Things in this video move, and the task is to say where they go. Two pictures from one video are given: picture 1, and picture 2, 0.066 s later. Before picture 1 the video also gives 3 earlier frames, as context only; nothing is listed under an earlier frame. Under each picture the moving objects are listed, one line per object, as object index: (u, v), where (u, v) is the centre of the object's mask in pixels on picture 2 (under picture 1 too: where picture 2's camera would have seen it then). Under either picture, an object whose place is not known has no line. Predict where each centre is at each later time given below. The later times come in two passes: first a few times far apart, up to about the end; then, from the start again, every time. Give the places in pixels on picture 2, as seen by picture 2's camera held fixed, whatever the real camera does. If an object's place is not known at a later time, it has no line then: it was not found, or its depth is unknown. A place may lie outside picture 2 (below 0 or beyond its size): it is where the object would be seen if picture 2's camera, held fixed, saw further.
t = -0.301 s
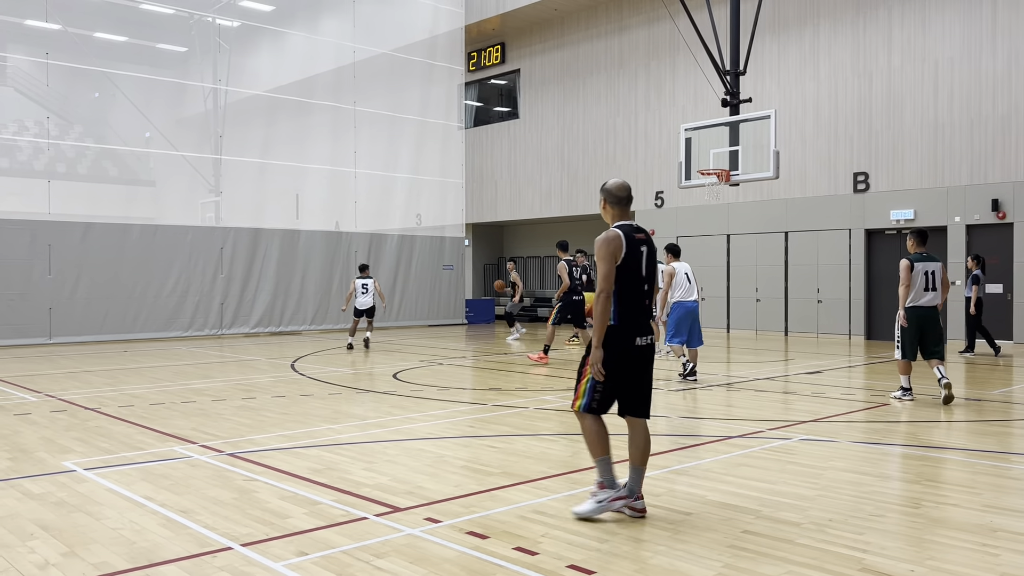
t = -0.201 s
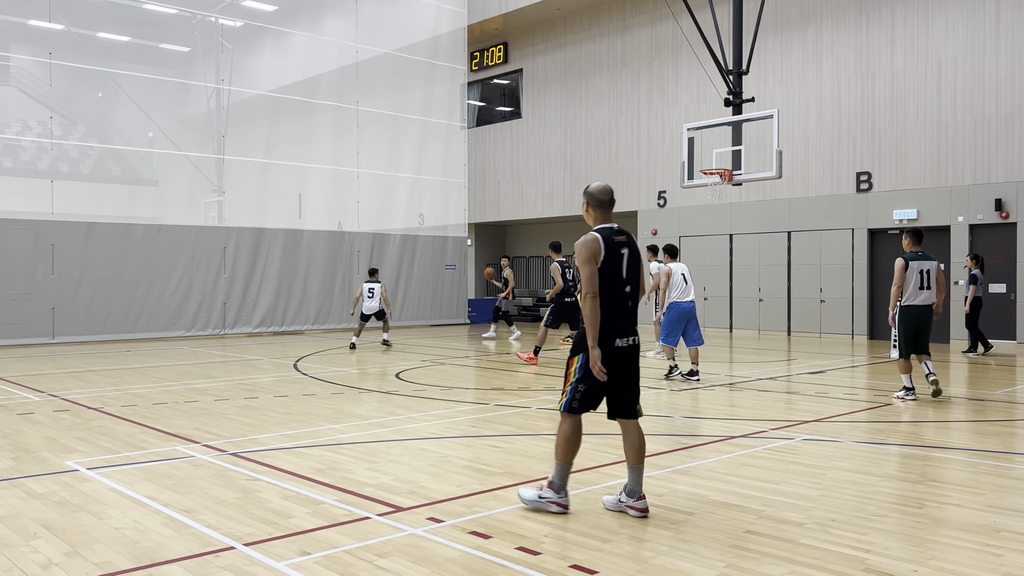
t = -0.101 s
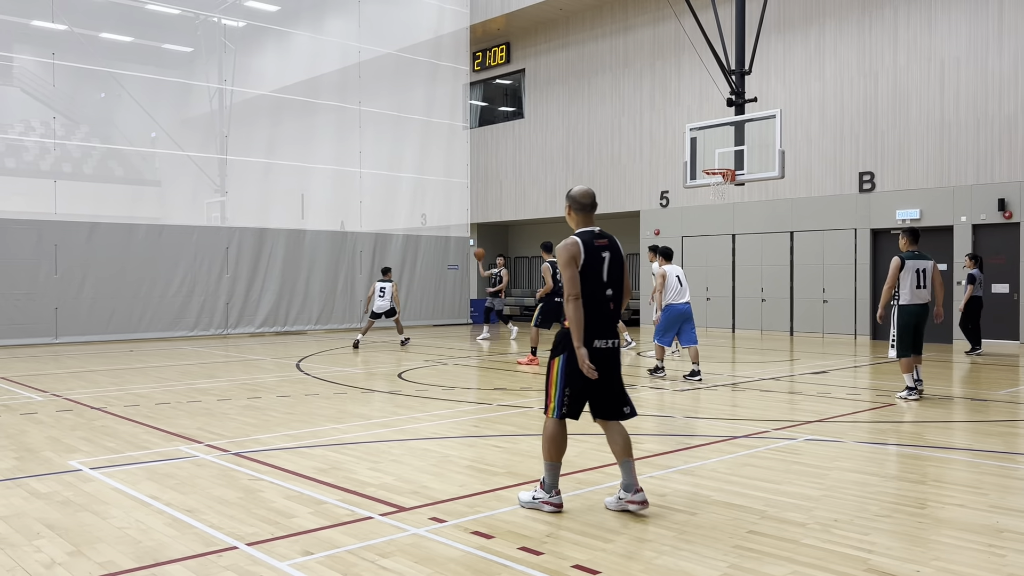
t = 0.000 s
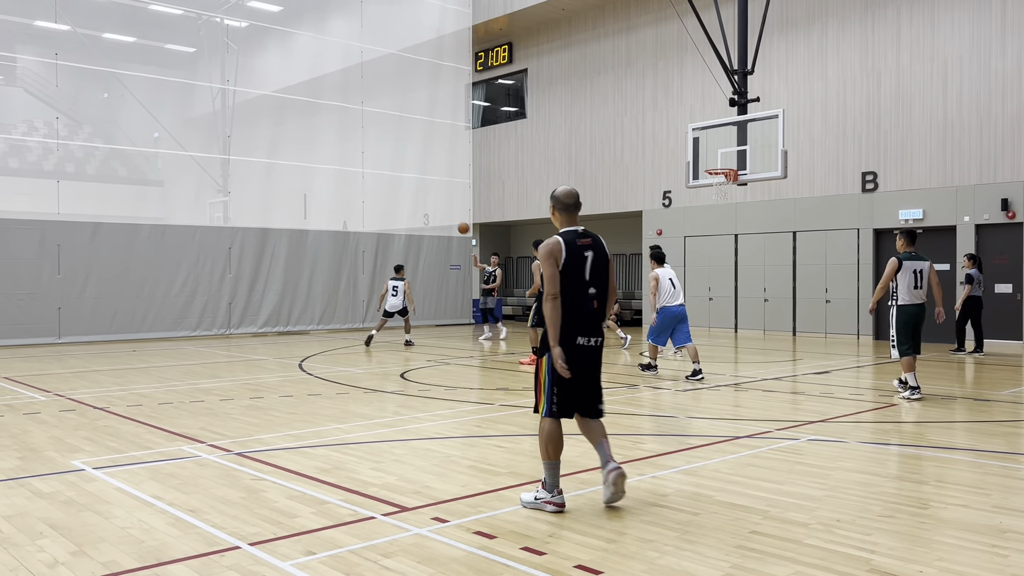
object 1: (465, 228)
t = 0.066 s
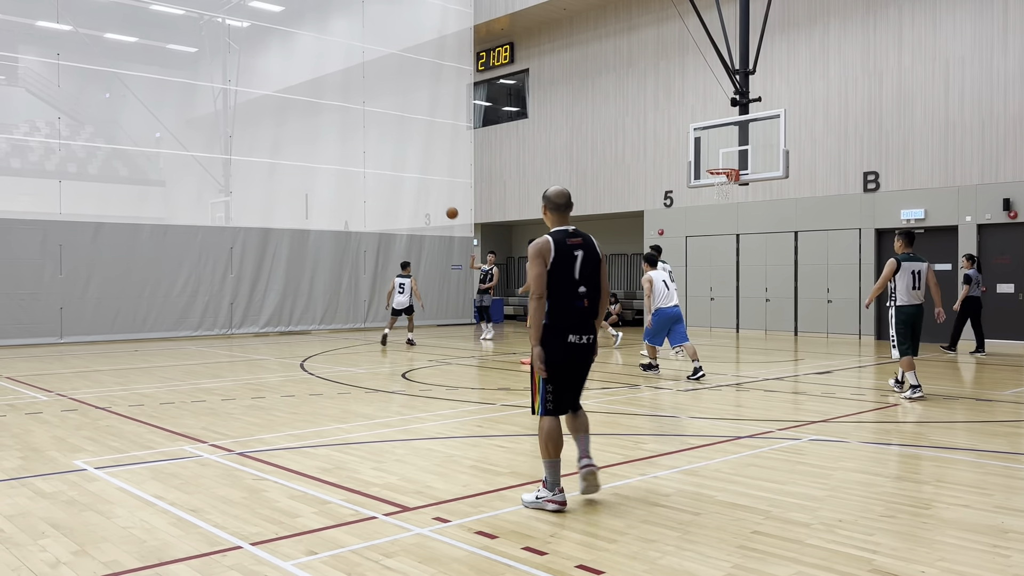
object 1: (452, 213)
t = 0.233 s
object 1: (417, 182)
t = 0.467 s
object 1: (363, 159)
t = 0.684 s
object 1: (304, 162)
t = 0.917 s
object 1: (229, 200)
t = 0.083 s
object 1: (448, 209)
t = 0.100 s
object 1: (445, 206)
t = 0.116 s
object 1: (442, 203)
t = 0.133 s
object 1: (439, 199)
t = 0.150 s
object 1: (435, 196)
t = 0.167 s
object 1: (432, 193)
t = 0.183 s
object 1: (428, 190)
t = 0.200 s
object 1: (425, 187)
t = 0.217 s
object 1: (421, 185)
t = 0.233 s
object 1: (417, 182)
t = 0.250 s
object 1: (414, 179)
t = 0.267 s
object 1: (410, 177)
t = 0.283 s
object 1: (406, 175)
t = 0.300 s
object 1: (403, 173)
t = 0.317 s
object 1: (399, 171)
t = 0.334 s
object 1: (395, 169)
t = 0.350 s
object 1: (391, 167)
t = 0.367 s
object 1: (387, 165)
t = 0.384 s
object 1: (383, 164)
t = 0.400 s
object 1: (379, 162)
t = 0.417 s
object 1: (375, 161)
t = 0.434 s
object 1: (371, 160)
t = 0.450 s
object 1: (367, 159)
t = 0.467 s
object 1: (363, 159)
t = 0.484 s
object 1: (358, 158)
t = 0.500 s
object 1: (354, 157)
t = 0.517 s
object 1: (350, 157)
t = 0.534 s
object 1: (345, 157)
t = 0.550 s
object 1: (341, 157)
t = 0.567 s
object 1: (336, 157)
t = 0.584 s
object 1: (332, 157)
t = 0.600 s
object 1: (327, 157)
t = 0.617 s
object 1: (322, 158)
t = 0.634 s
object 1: (318, 159)
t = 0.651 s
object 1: (313, 160)
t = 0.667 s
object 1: (309, 161)
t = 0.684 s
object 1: (304, 162)
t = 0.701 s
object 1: (299, 163)
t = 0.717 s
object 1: (294, 165)
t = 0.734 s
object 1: (289, 167)
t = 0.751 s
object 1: (284, 169)
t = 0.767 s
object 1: (278, 171)
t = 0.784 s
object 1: (274, 173)
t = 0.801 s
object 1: (268, 176)
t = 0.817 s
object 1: (263, 179)
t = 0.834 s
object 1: (258, 182)
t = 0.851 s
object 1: (252, 185)
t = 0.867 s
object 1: (247, 189)
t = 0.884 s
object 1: (241, 192)
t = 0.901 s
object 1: (235, 196)
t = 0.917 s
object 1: (229, 200)
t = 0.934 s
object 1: (223, 205)
